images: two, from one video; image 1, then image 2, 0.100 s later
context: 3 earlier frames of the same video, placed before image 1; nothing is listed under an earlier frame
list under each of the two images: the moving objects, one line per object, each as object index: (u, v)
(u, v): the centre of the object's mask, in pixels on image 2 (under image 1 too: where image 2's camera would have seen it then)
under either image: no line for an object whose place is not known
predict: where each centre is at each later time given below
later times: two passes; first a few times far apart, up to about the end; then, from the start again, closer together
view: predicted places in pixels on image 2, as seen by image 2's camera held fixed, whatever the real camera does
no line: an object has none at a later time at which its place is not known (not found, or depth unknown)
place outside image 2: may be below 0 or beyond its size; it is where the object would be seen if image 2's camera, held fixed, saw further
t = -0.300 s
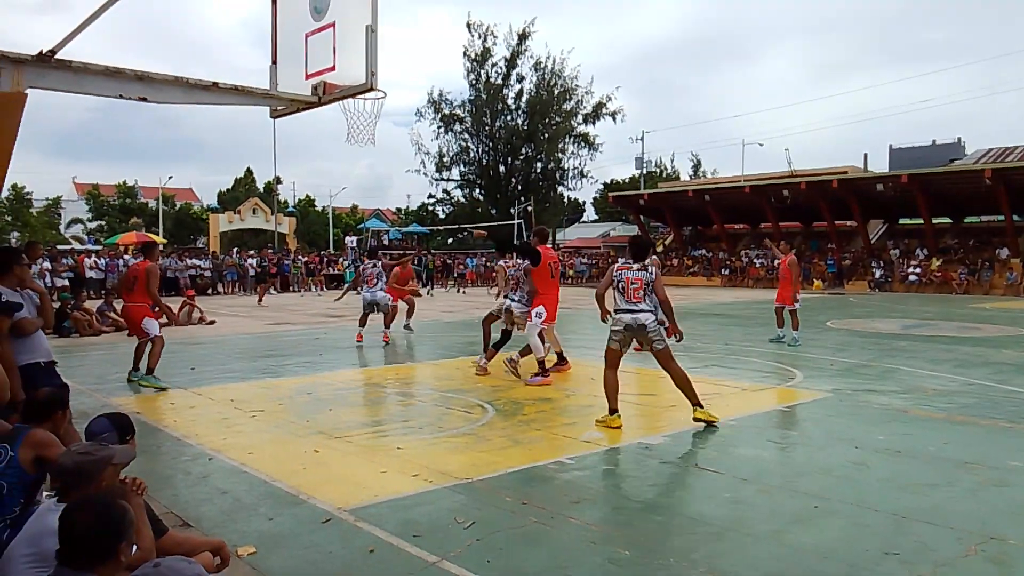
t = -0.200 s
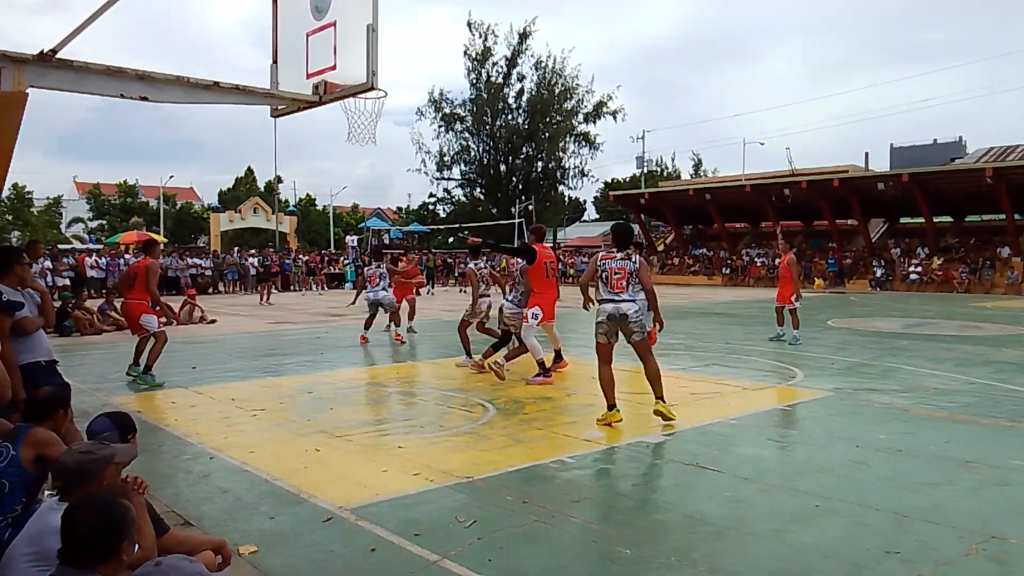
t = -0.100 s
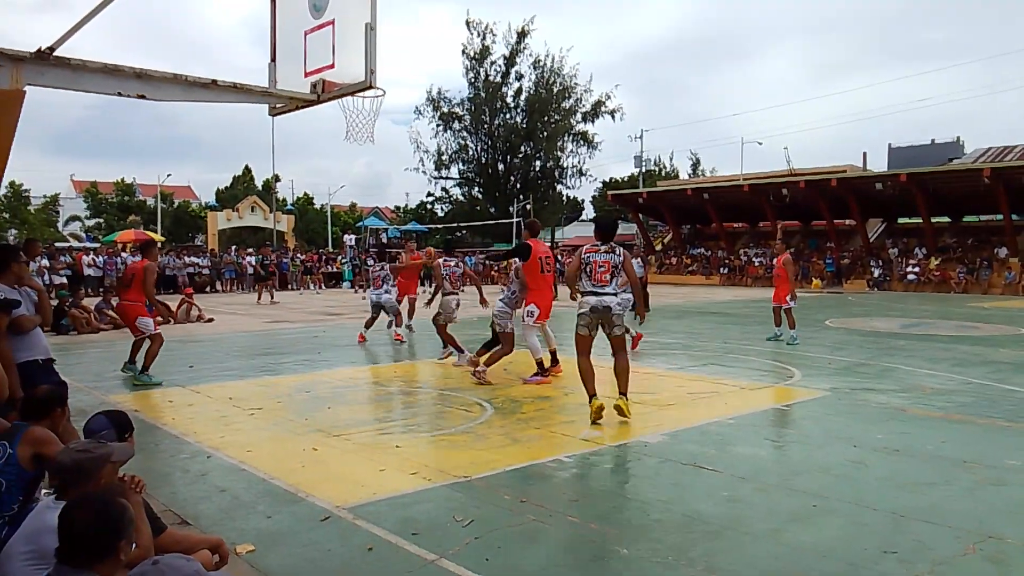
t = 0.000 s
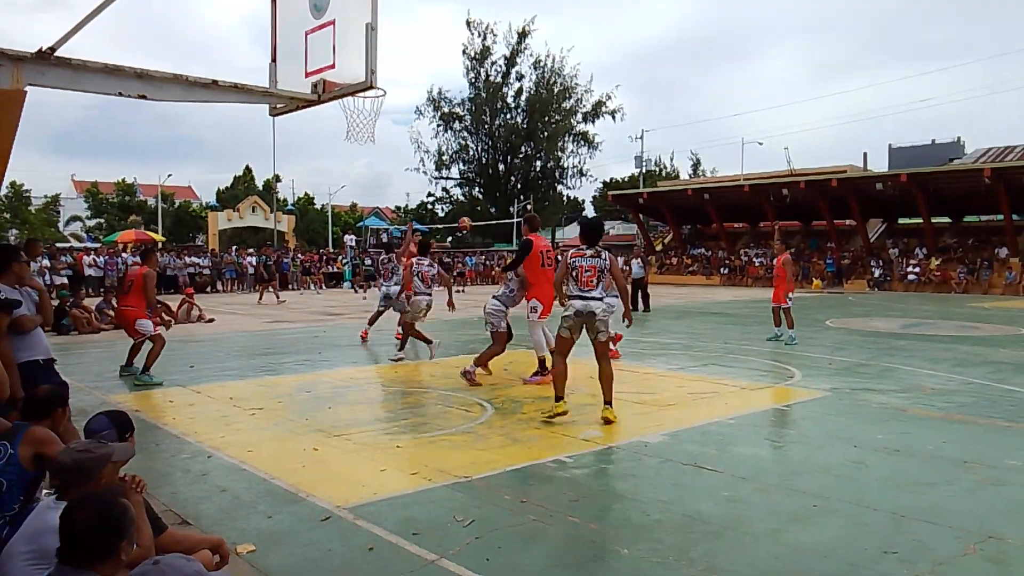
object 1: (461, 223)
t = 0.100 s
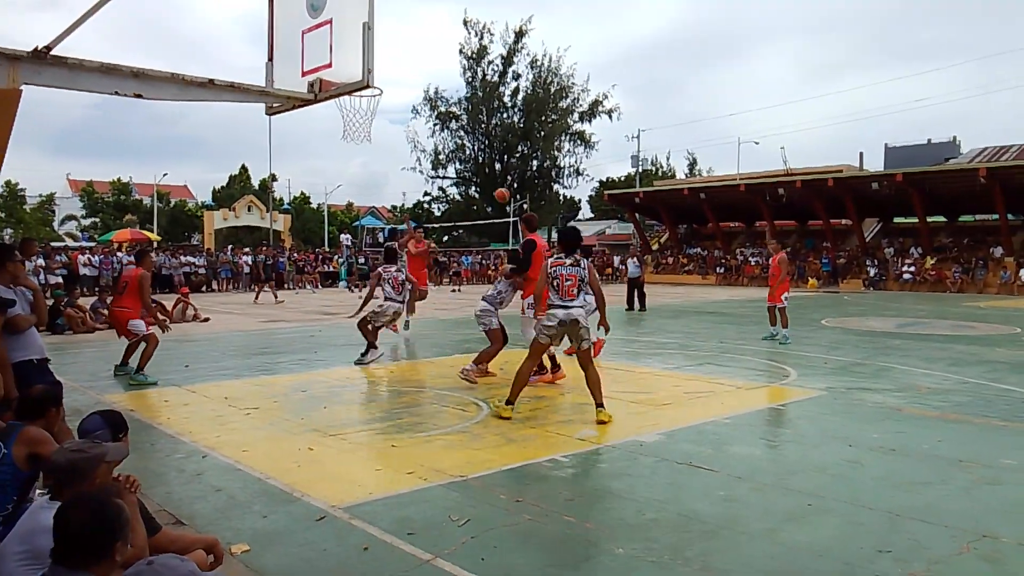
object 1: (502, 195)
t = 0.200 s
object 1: (547, 170)
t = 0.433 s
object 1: (675, 124)
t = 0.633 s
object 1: (819, 105)
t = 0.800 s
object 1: (976, 113)
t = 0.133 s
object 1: (517, 186)
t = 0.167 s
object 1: (532, 178)
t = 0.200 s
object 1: (547, 170)
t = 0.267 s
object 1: (581, 155)
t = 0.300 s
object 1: (598, 148)
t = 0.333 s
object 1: (616, 141)
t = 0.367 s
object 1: (635, 135)
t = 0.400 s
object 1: (655, 129)
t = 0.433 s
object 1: (675, 124)
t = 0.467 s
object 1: (697, 119)
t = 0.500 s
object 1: (719, 115)
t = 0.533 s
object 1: (742, 111)
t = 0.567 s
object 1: (767, 109)
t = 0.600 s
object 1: (793, 106)
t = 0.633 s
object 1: (819, 105)
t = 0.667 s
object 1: (848, 105)
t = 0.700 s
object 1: (878, 105)
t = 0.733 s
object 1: (910, 107)
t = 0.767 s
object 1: (942, 110)
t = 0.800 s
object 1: (976, 113)
